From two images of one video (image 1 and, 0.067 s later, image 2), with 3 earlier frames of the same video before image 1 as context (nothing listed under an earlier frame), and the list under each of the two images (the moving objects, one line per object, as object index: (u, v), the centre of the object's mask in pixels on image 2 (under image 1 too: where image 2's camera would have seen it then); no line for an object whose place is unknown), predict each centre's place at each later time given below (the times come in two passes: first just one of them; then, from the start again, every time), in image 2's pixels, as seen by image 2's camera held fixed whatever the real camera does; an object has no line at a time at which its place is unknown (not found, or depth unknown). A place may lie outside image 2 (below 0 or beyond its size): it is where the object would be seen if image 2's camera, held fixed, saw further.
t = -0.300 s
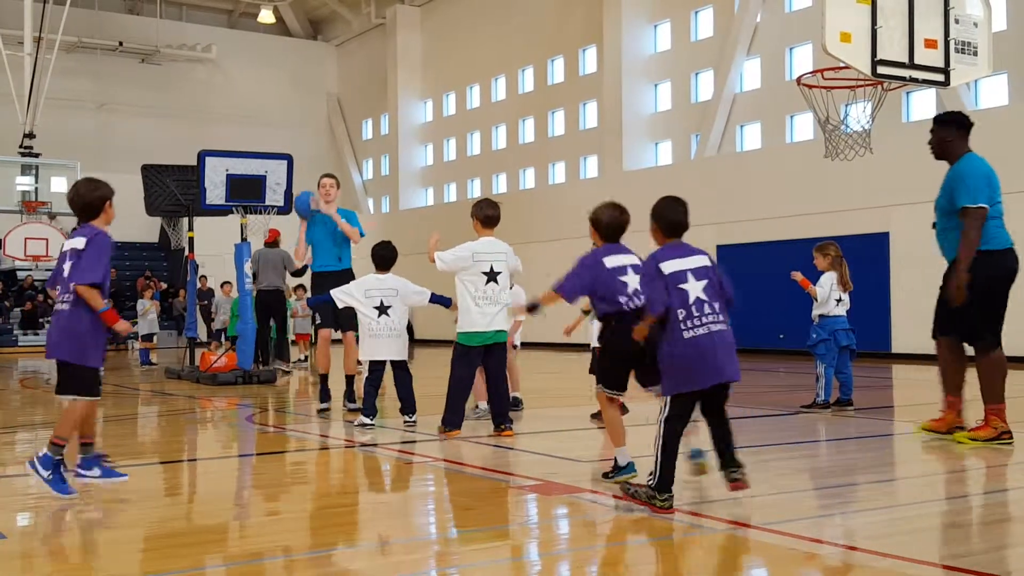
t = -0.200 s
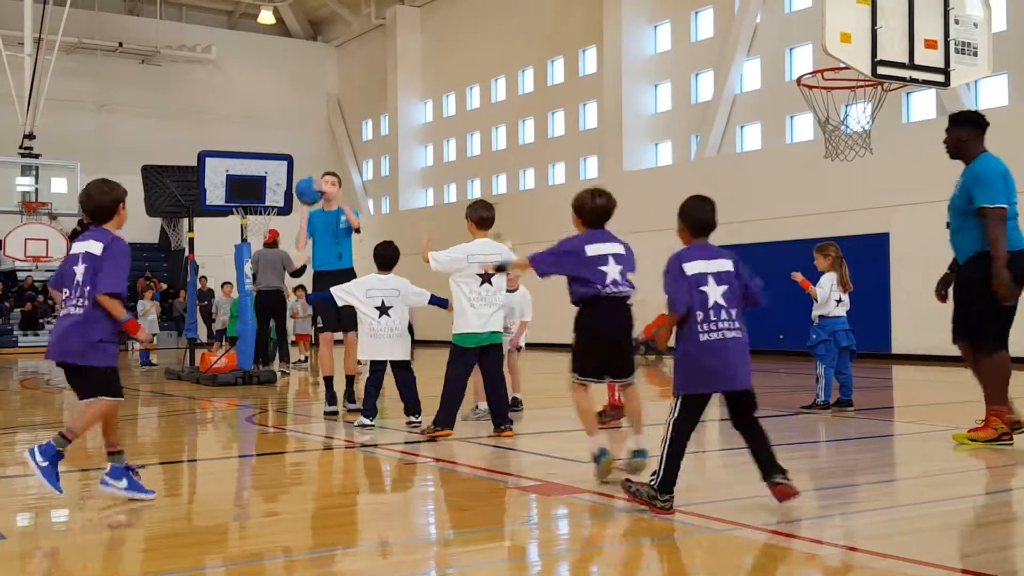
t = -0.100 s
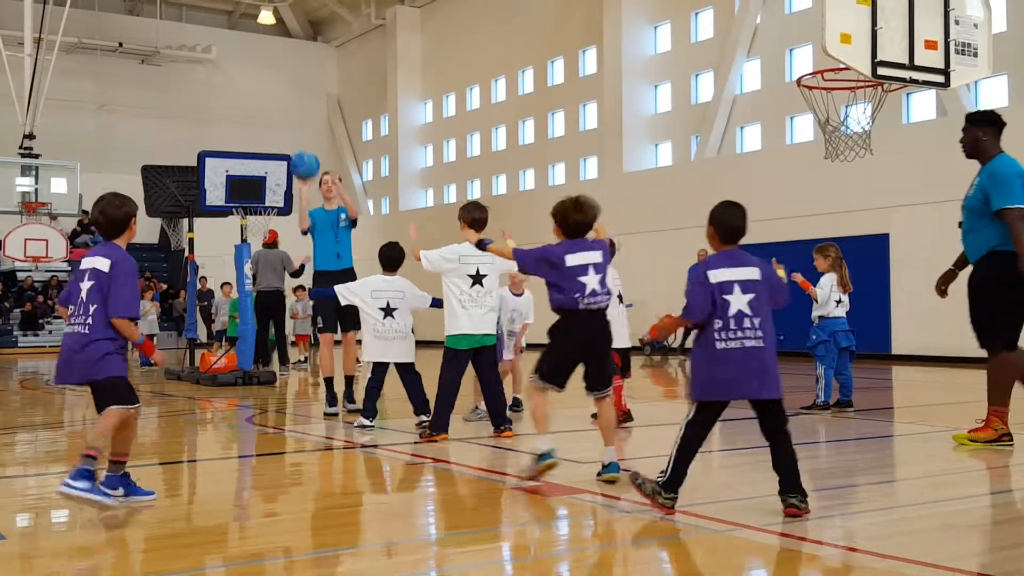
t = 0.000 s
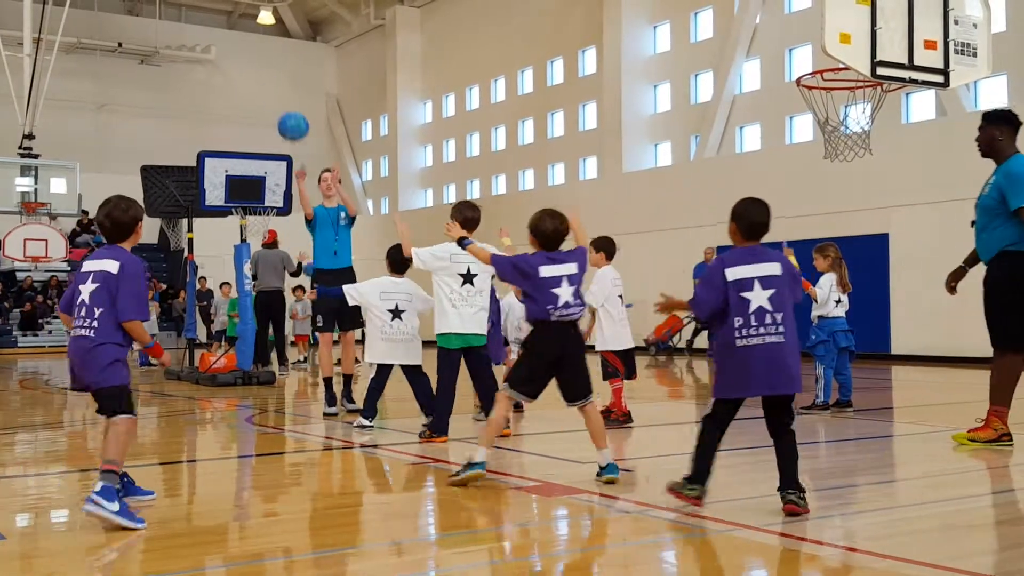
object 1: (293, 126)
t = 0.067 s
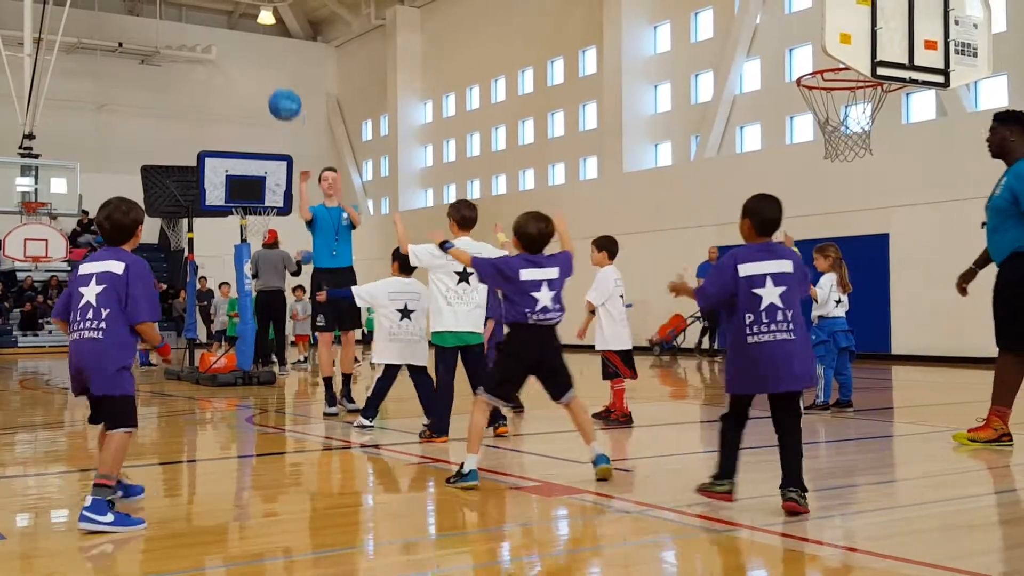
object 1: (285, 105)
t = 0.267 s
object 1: (254, 71)
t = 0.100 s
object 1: (280, 95)
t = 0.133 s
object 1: (276, 87)
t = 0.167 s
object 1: (270, 82)
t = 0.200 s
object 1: (265, 76)
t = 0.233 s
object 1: (260, 72)
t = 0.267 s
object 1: (254, 71)
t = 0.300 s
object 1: (248, 70)
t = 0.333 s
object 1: (242, 72)
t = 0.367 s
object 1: (235, 76)
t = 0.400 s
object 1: (228, 82)
